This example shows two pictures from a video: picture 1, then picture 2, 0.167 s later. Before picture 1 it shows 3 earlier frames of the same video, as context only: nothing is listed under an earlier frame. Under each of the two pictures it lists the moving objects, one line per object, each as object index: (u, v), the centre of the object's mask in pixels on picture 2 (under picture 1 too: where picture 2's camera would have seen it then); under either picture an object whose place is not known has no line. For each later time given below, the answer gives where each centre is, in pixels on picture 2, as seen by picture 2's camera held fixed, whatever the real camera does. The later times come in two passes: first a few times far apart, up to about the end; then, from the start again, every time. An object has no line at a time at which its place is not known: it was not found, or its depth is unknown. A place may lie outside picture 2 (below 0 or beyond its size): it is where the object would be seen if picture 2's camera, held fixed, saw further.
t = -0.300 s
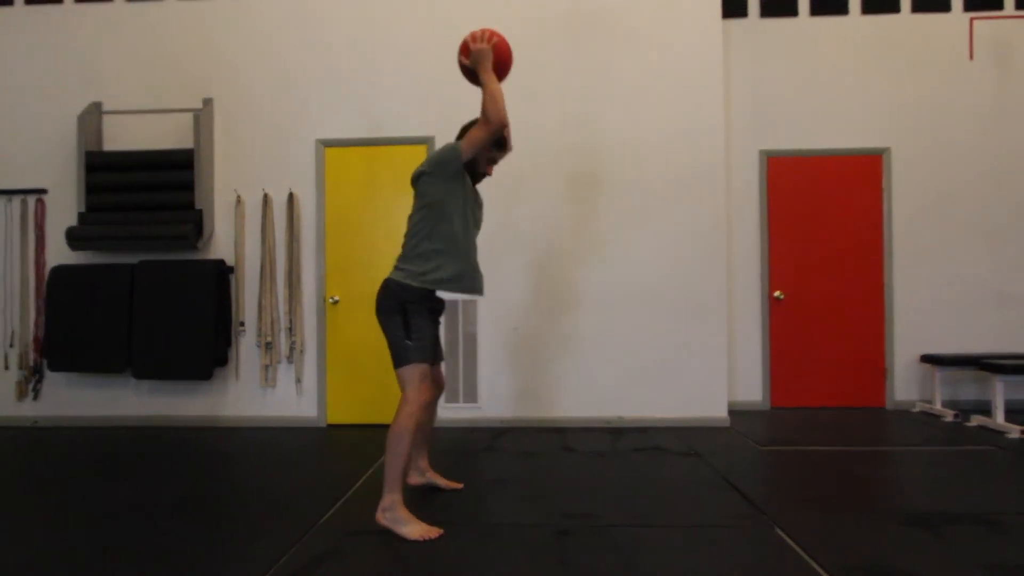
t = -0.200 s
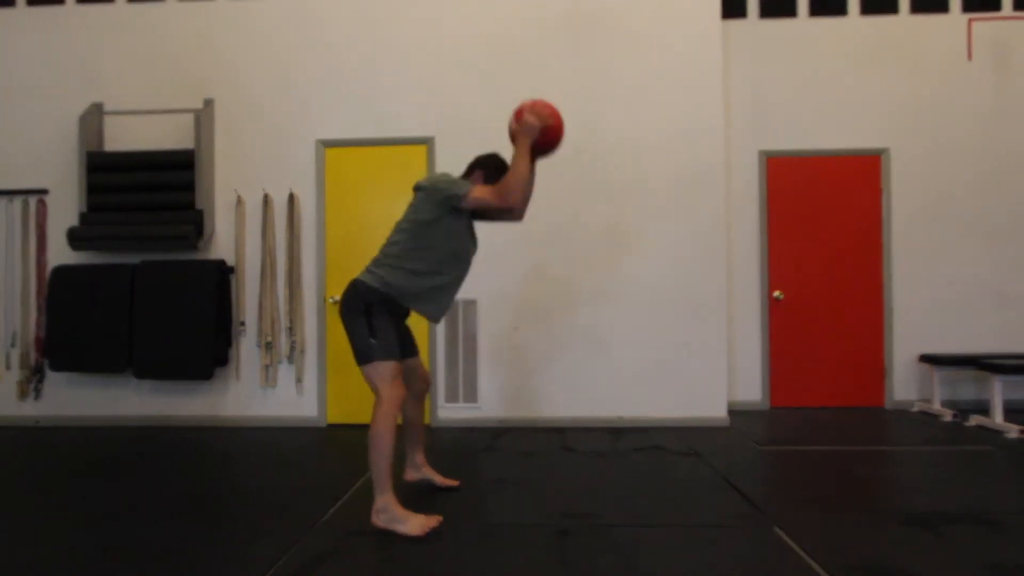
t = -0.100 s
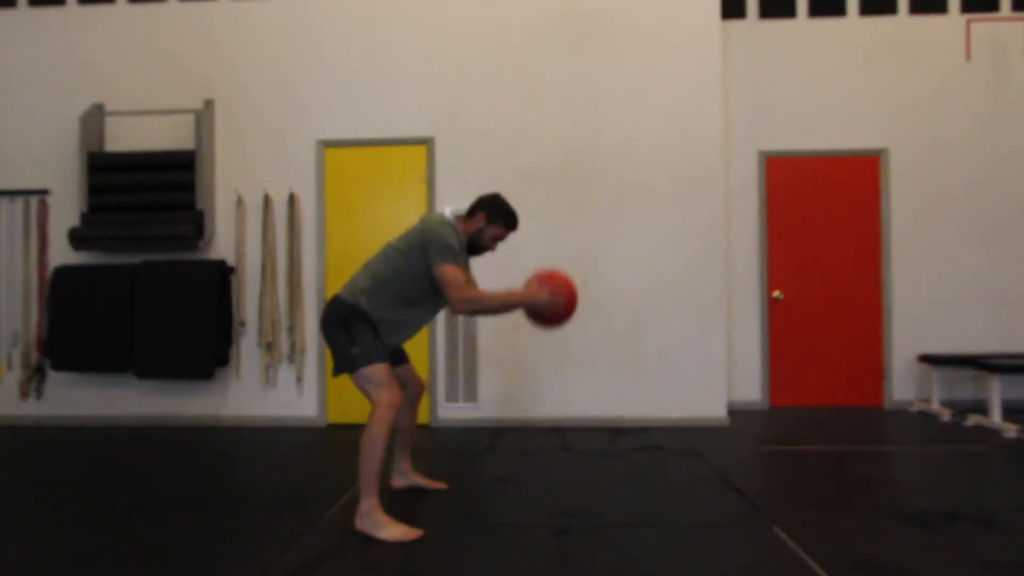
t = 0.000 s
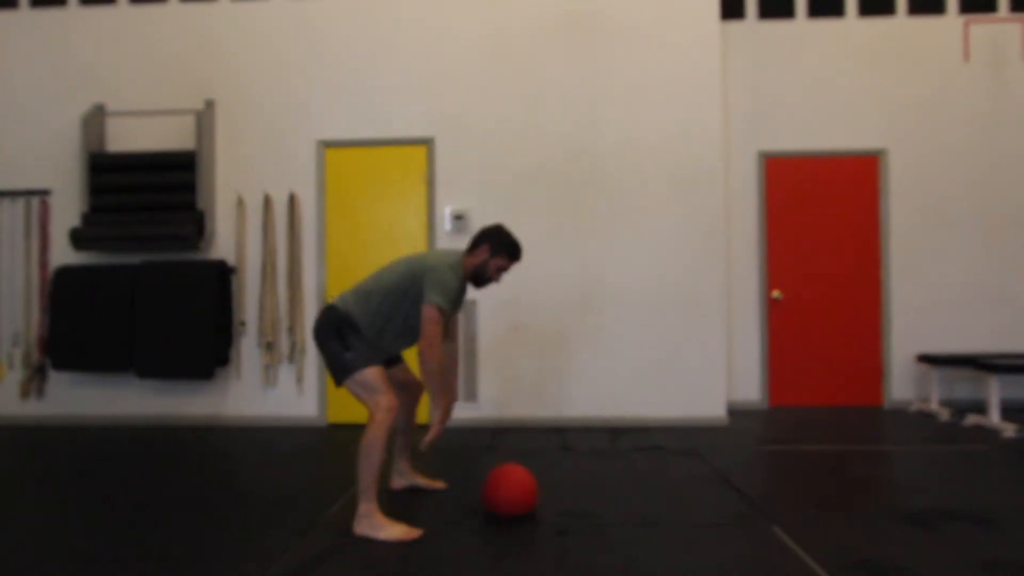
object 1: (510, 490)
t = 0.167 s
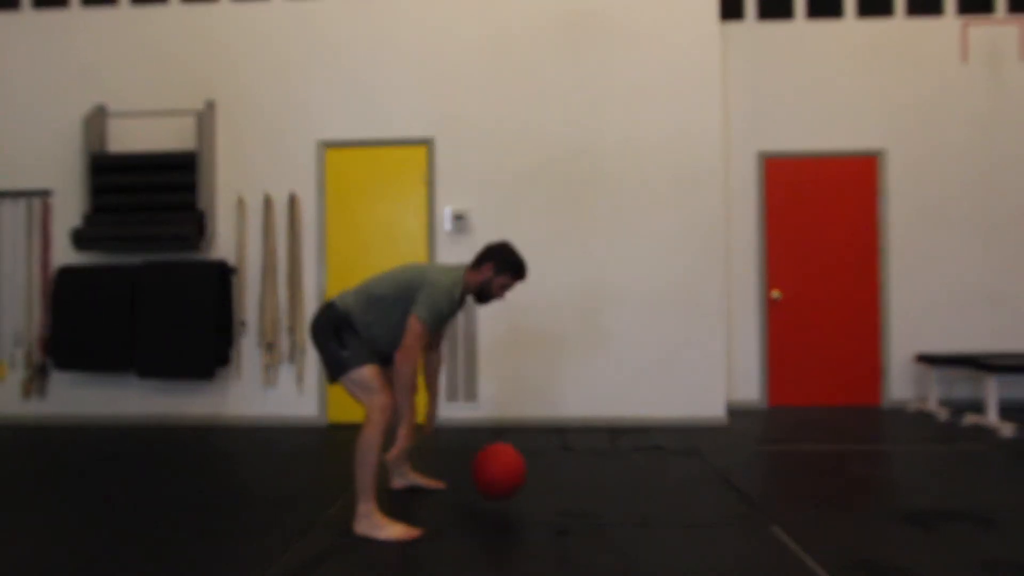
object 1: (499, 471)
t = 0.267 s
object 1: (493, 483)
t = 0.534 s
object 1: (496, 481)
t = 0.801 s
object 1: (497, 480)
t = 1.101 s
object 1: (497, 479)
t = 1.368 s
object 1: (497, 479)
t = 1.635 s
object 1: (496, 480)
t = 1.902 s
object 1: (497, 479)
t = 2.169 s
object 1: (496, 479)
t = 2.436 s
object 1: (497, 479)
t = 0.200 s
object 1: (496, 474)
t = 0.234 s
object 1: (494, 479)
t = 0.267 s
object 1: (493, 483)
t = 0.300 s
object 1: (494, 481)
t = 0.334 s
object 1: (494, 480)
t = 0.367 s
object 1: (494, 481)
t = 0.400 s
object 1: (494, 481)
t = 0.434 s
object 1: (495, 481)
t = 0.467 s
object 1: (495, 481)
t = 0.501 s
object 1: (496, 481)
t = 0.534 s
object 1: (496, 481)
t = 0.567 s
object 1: (496, 480)
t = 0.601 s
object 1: (496, 480)
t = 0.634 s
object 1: (496, 481)
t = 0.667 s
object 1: (497, 481)
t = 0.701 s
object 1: (497, 481)
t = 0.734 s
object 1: (497, 480)
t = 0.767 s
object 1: (496, 480)
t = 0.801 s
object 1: (497, 480)
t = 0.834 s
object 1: (497, 480)
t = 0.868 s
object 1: (497, 480)
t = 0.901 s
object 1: (497, 480)
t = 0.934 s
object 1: (497, 480)
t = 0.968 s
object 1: (497, 480)
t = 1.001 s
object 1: (497, 480)
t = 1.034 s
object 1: (497, 479)
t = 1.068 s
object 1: (497, 479)
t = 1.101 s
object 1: (497, 479)
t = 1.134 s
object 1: (497, 479)
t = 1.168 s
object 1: (497, 479)
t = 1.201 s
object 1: (497, 479)
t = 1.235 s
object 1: (497, 479)
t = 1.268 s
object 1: (497, 479)
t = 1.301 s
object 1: (498, 479)
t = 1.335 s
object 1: (497, 479)
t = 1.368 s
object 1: (497, 479)
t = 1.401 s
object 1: (497, 479)
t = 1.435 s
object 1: (497, 479)
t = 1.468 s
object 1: (497, 479)
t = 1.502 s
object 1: (497, 480)
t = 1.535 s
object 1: (497, 480)
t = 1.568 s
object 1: (496, 480)
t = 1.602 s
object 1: (497, 480)
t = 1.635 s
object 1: (496, 480)
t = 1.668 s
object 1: (497, 479)
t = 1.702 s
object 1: (497, 479)
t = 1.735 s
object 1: (497, 479)
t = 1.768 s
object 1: (496, 479)
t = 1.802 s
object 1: (496, 479)
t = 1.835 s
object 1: (497, 479)
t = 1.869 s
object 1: (496, 479)
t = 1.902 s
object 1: (497, 479)
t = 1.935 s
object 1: (497, 479)
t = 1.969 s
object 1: (497, 479)
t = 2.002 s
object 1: (497, 479)
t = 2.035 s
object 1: (496, 479)
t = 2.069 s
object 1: (496, 479)
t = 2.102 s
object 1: (496, 479)
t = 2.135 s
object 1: (496, 479)
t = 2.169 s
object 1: (496, 479)
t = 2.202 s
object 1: (496, 479)
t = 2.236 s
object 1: (496, 479)
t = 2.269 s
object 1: (496, 479)
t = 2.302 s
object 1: (496, 479)
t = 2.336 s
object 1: (497, 479)
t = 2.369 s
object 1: (496, 479)
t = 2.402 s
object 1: (497, 479)
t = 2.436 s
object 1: (497, 479)
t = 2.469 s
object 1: (496, 479)
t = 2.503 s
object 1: (496, 479)
